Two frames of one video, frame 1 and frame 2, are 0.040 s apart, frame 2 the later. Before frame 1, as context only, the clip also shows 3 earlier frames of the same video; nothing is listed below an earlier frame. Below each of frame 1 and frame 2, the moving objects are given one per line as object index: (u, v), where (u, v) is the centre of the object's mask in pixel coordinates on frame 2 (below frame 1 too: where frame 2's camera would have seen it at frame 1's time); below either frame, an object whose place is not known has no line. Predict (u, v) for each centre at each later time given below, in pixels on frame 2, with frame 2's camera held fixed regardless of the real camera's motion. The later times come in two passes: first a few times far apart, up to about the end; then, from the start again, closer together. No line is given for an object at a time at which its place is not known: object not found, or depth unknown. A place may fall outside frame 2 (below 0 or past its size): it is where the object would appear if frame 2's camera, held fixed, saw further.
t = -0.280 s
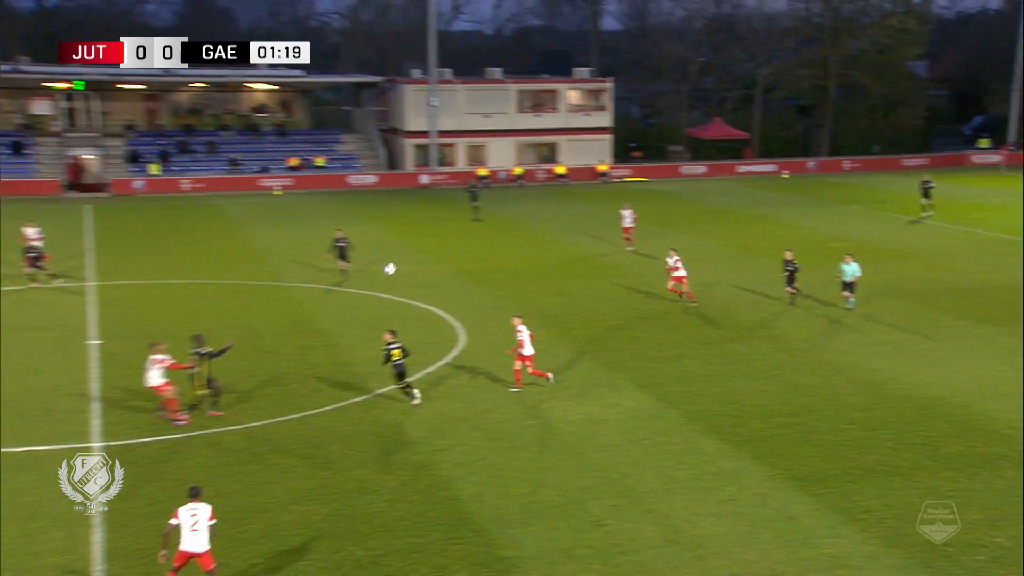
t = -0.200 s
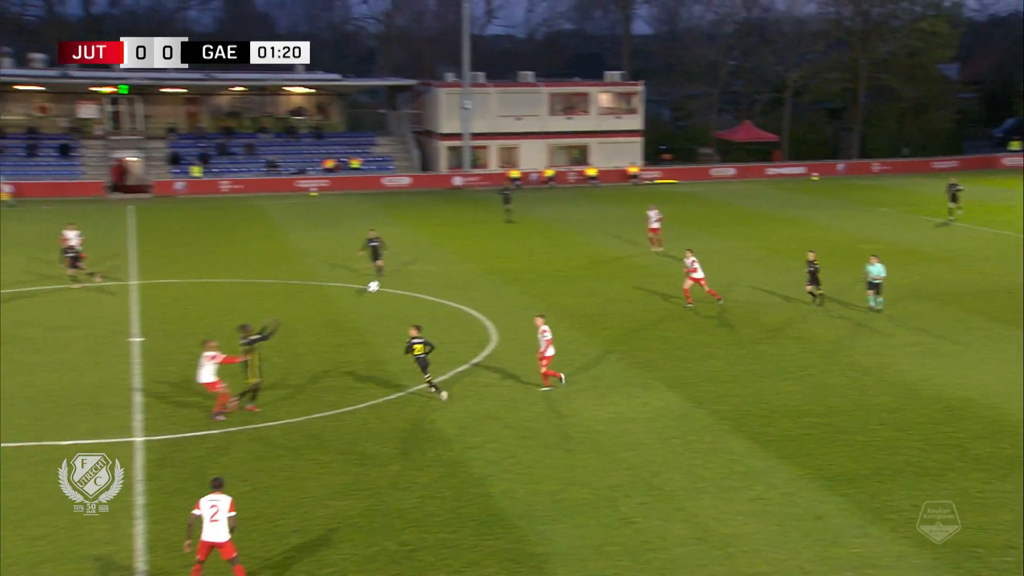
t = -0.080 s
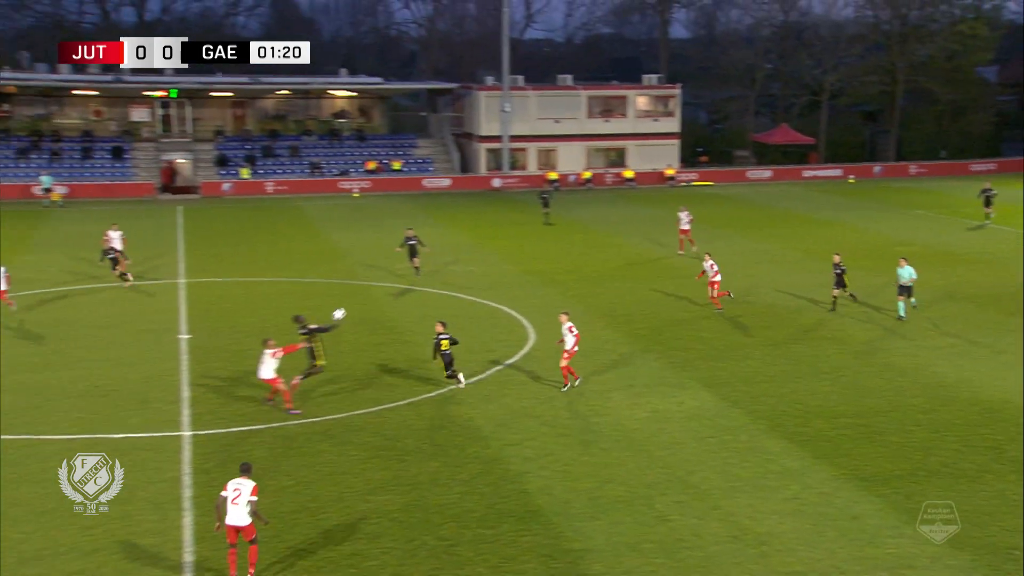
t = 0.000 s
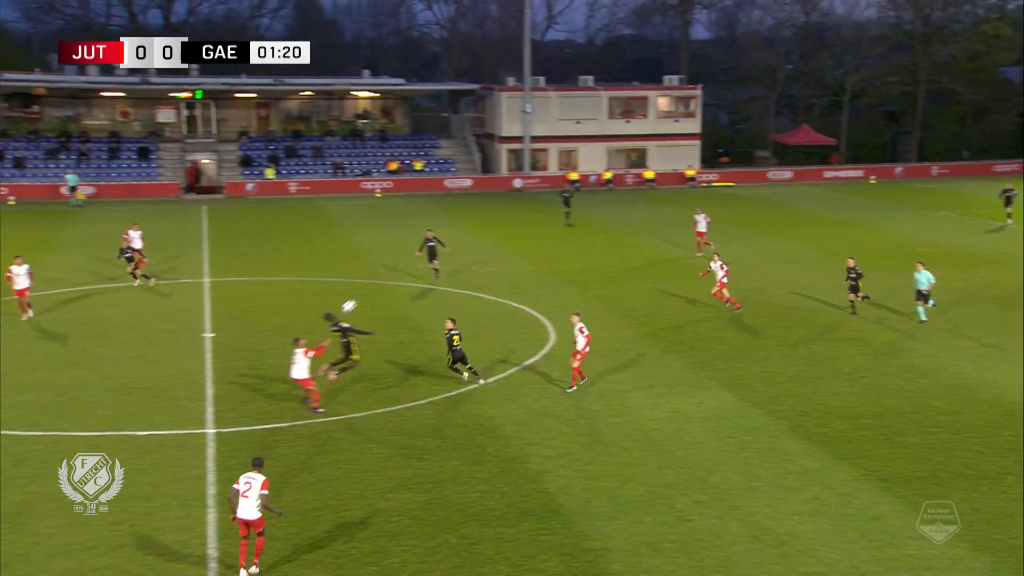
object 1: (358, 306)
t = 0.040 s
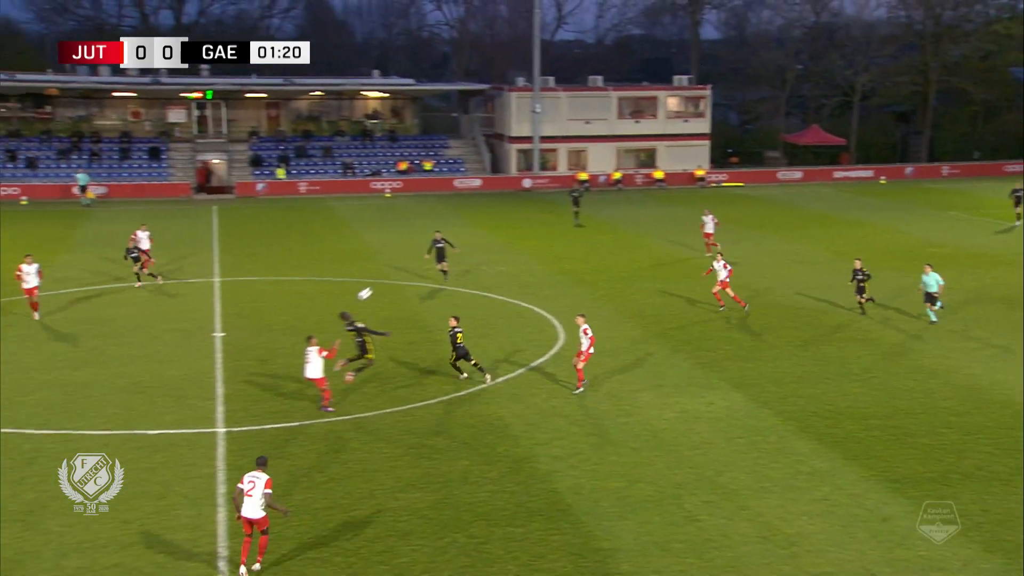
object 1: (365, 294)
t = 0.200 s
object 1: (391, 254)
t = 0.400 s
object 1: (422, 221)
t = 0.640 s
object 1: (456, 206)
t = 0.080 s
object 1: (372, 282)
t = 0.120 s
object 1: (378, 272)
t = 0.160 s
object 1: (385, 263)
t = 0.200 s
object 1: (391, 254)
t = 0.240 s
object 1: (398, 246)
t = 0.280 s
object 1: (404, 238)
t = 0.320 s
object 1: (410, 232)
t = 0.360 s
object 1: (416, 226)
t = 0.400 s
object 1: (422, 221)
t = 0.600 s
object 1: (451, 206)
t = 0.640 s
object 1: (456, 206)
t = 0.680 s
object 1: (462, 205)
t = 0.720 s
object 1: (467, 206)
